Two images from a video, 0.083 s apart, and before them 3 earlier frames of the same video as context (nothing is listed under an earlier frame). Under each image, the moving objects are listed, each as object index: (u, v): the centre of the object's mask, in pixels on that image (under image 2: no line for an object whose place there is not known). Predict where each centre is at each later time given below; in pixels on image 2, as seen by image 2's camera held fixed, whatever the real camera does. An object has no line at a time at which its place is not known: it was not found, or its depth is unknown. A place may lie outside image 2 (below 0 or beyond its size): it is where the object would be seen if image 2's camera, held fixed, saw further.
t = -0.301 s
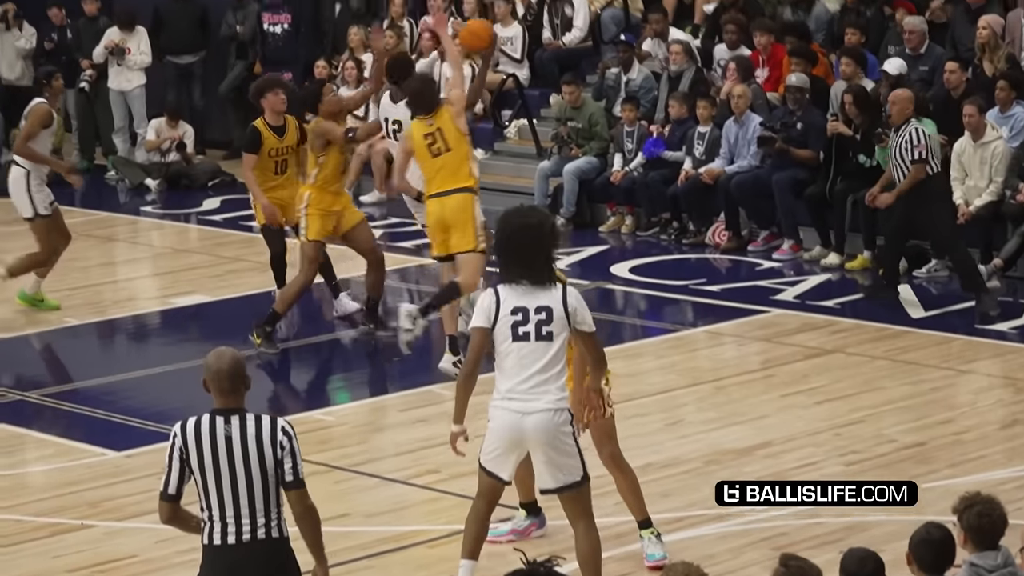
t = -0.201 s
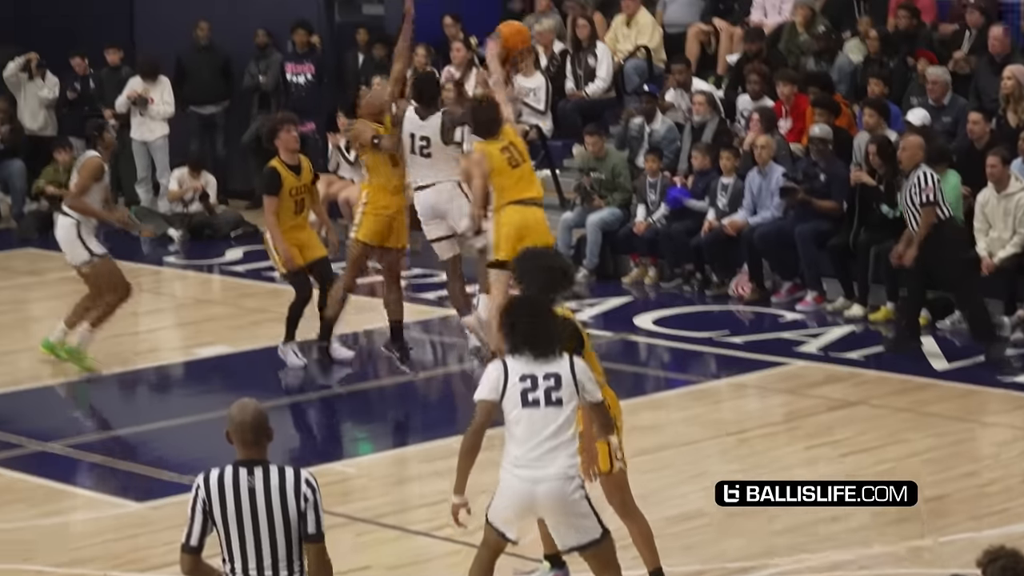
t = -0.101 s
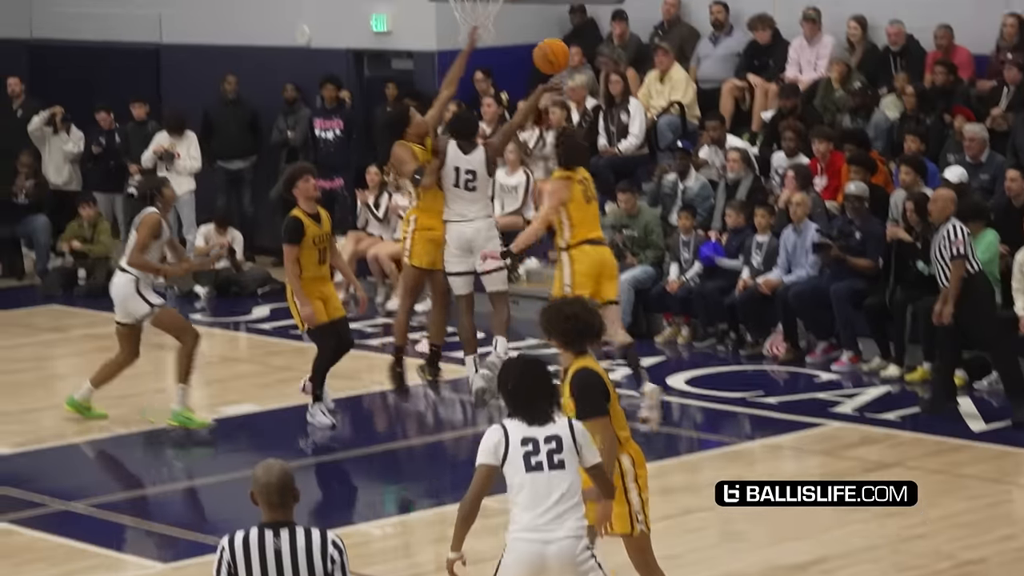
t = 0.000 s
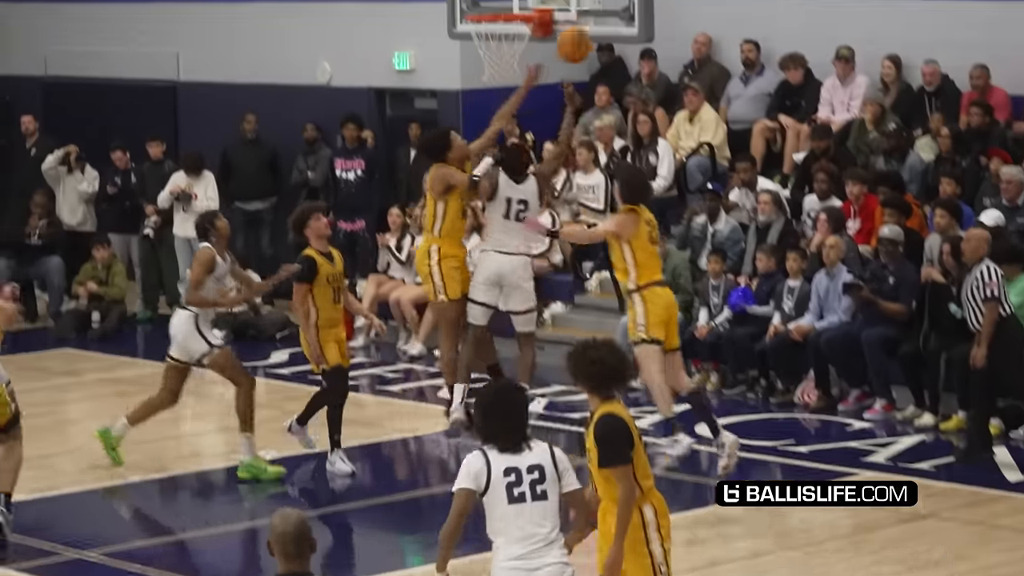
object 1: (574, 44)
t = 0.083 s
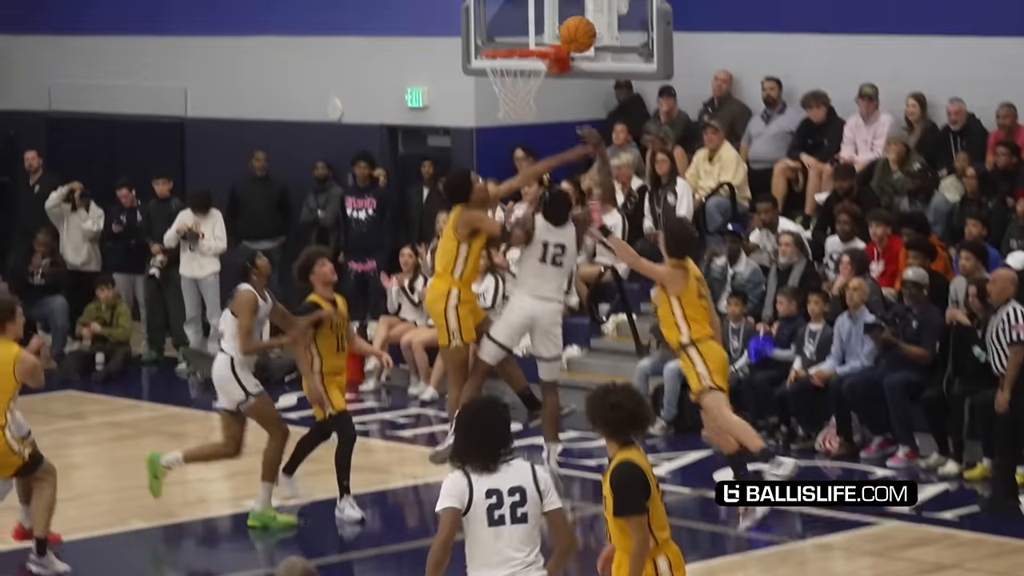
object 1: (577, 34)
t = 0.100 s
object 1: (574, 26)
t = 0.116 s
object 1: (572, 18)
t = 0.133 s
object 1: (569, 11)
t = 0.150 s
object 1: (567, 5)
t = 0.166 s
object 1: (564, -1)
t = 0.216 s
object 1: (557, -19)
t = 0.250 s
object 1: (552, -29)
